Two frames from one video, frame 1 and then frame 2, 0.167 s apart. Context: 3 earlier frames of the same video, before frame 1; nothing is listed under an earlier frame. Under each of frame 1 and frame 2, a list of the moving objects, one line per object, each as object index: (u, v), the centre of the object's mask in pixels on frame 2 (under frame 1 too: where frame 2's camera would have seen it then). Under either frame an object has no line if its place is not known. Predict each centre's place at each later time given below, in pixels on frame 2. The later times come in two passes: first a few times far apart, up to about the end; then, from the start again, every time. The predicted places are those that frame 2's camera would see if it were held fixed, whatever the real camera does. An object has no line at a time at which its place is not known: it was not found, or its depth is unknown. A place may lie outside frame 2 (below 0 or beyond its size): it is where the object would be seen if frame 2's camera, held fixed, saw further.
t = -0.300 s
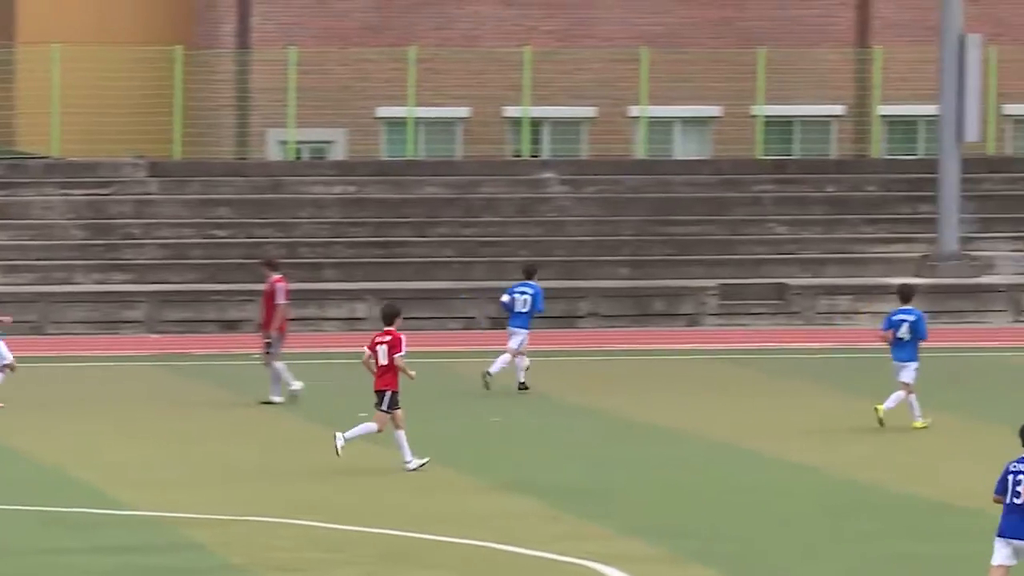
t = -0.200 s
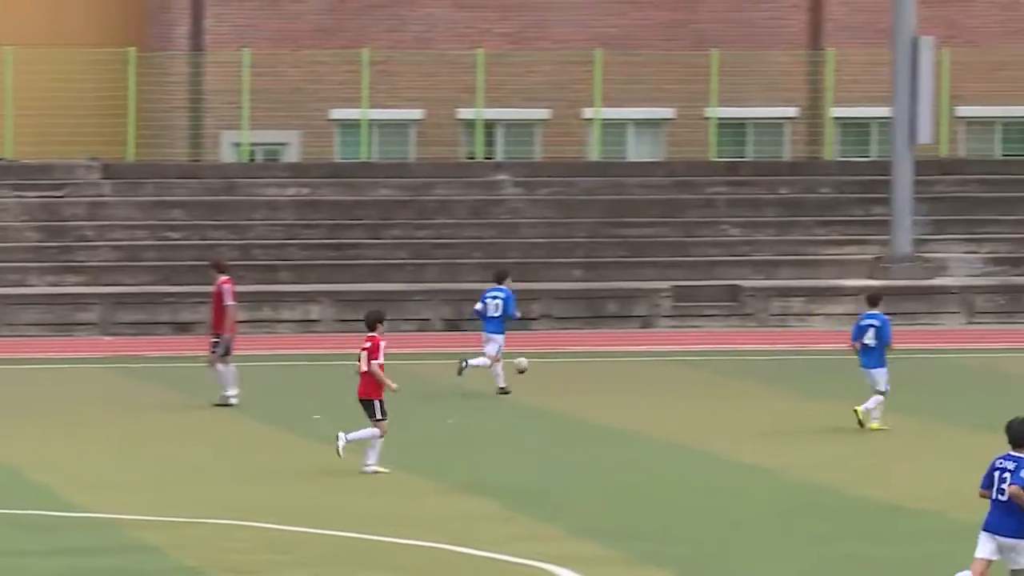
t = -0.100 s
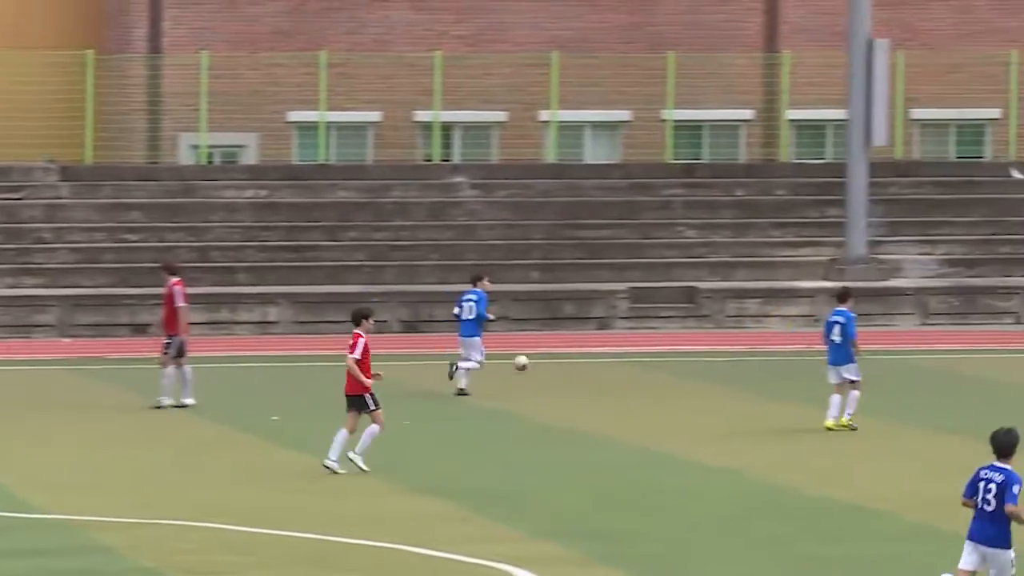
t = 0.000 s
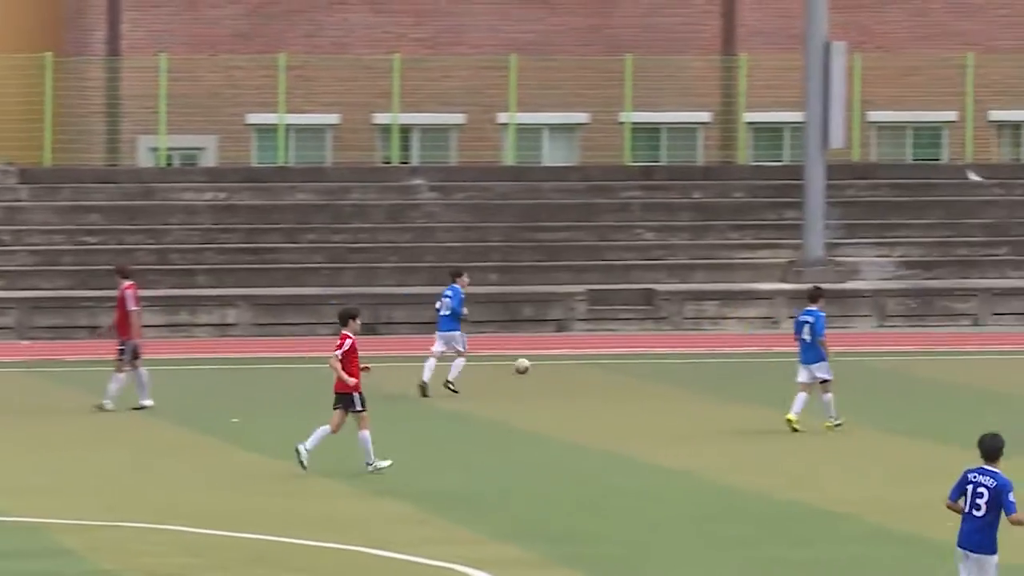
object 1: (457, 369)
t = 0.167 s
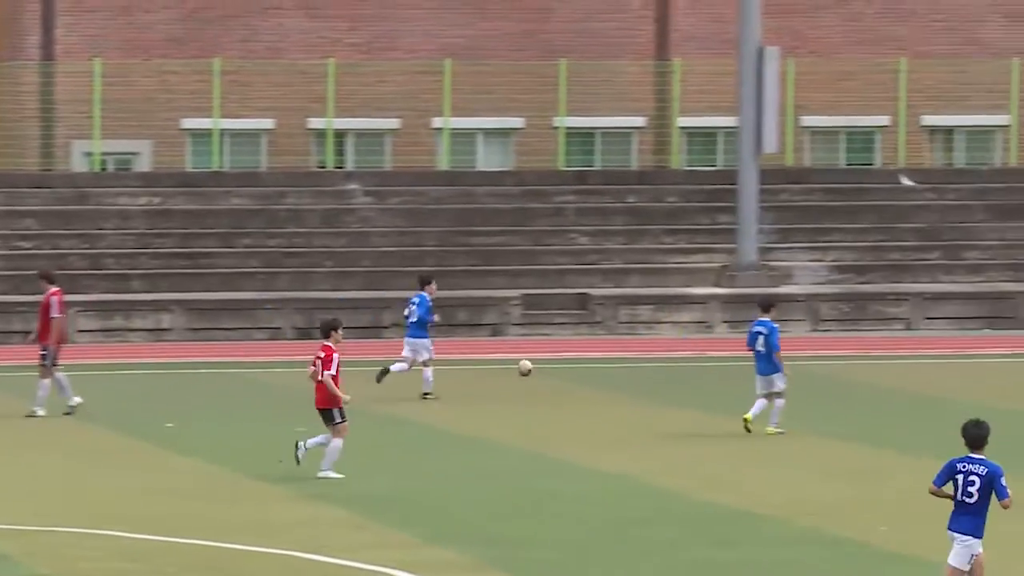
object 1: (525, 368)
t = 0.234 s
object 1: (550, 365)
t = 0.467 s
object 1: (639, 364)
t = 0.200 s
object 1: (538, 367)
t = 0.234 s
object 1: (550, 365)
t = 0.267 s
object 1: (563, 364)
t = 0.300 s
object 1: (576, 364)
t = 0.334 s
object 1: (589, 365)
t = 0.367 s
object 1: (601, 366)
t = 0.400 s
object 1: (613, 364)
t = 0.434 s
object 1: (626, 364)
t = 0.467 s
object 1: (639, 364)
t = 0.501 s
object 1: (651, 365)
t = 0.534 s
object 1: (662, 365)
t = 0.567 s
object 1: (674, 364)
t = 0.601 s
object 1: (687, 363)
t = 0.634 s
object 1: (698, 363)
